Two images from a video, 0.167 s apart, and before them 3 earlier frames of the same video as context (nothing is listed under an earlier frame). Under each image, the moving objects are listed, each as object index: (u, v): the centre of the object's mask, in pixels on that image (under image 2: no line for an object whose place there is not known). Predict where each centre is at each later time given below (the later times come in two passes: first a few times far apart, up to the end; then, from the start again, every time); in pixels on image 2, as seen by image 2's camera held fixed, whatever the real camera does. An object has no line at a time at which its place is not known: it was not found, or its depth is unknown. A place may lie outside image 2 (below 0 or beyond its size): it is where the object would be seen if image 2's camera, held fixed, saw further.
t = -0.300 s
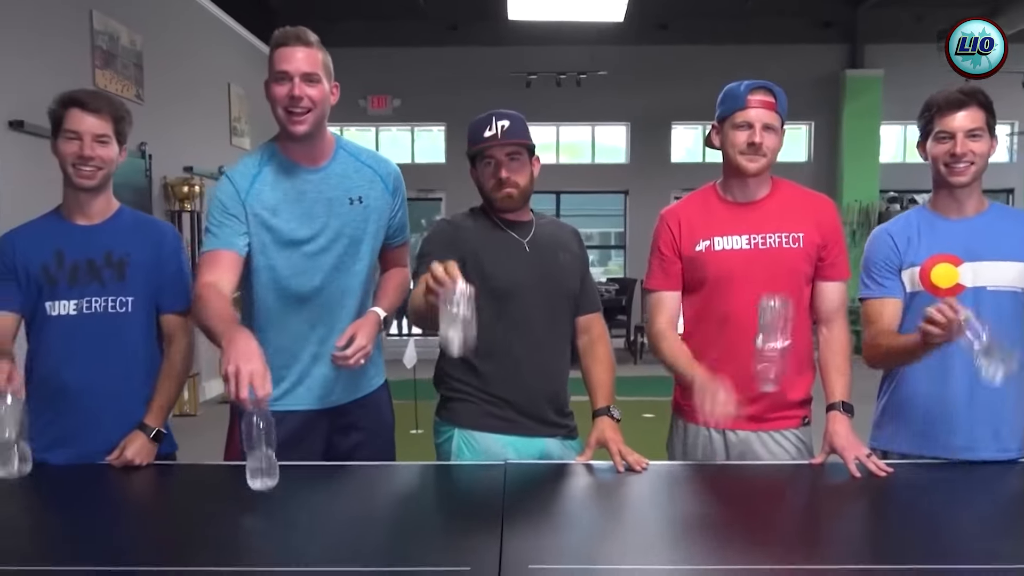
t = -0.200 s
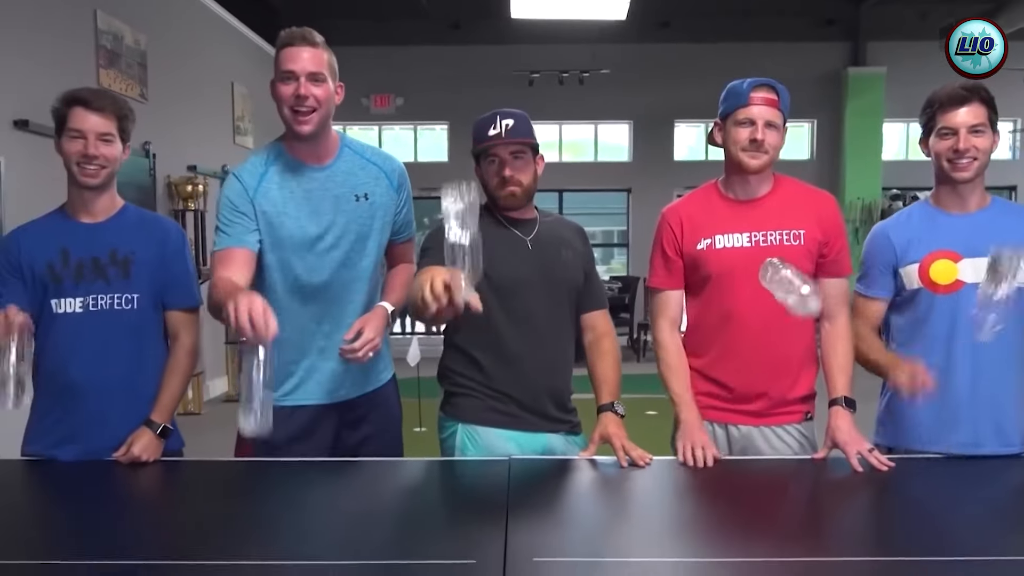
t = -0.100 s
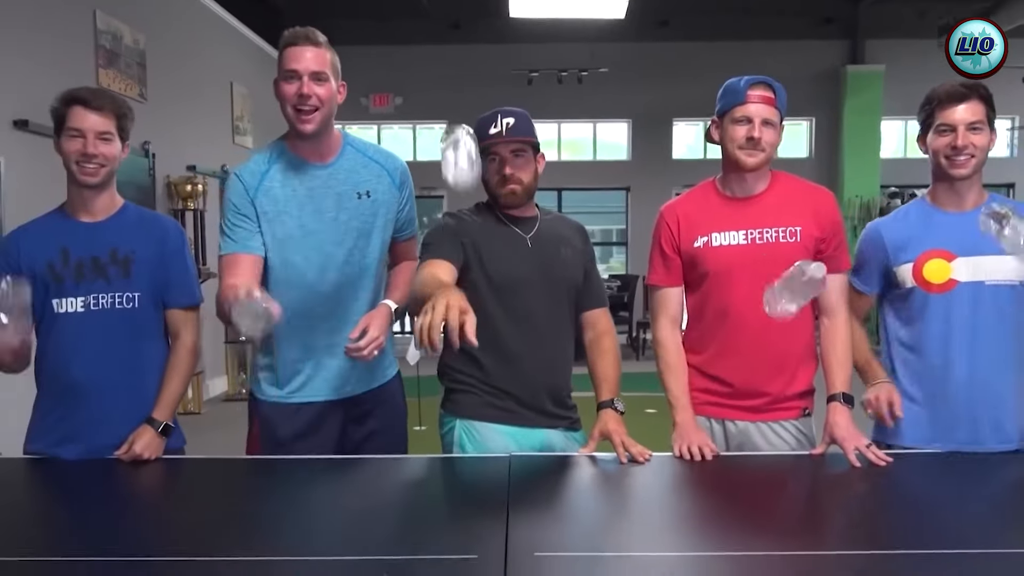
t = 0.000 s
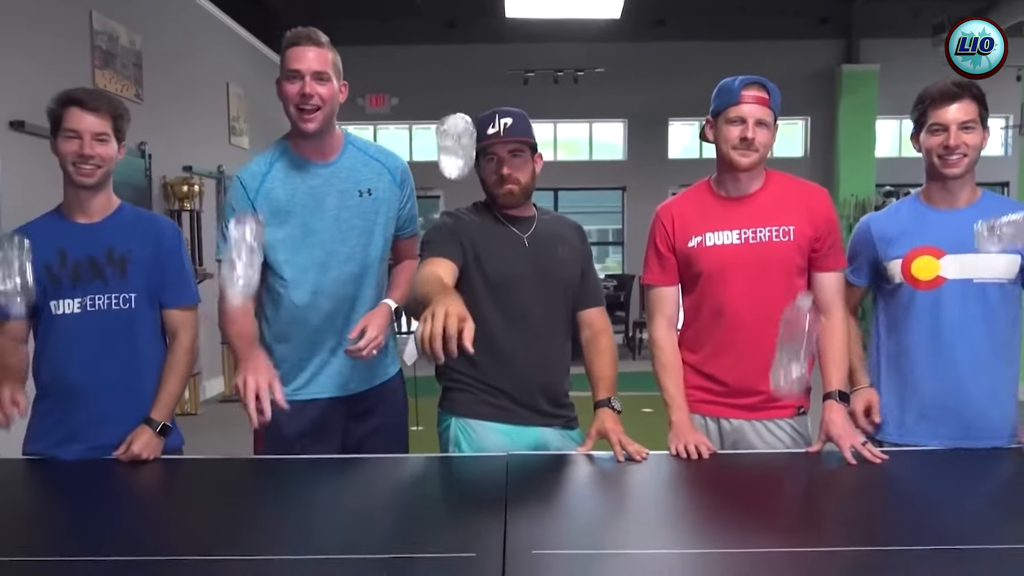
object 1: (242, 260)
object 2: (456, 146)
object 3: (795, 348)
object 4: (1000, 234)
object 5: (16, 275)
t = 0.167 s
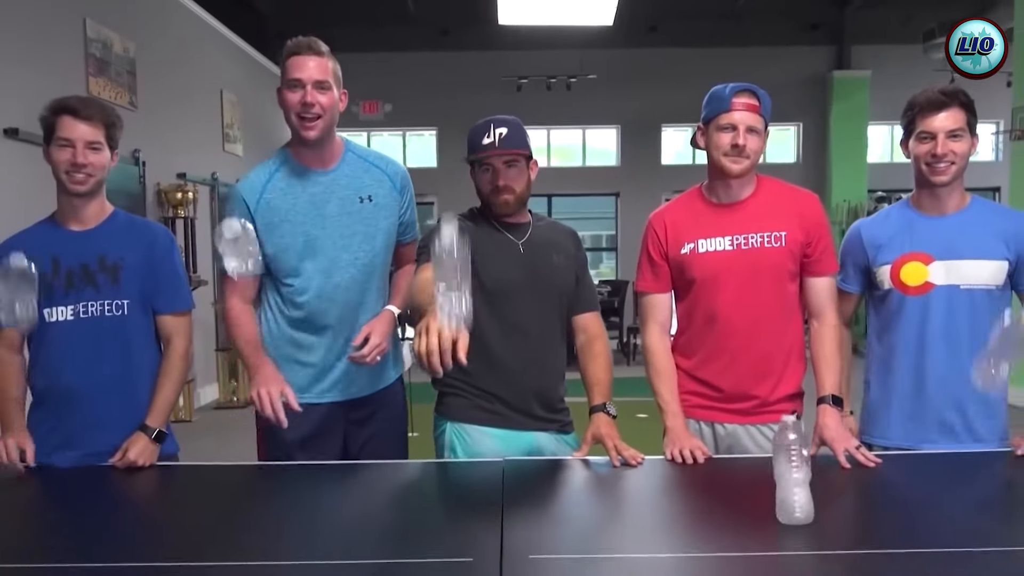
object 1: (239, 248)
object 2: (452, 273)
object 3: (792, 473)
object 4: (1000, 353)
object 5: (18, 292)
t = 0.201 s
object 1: (239, 265)
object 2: (454, 328)
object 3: (794, 476)
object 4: (1002, 391)
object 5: (21, 313)
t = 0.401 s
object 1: (251, 519)
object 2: (461, 508)
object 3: (796, 479)
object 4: (997, 448)
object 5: (36, 469)
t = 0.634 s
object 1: (249, 523)
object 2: (461, 509)
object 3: (796, 479)
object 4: (998, 449)
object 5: (38, 468)
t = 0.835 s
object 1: (249, 523)
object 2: (461, 509)
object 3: (796, 479)
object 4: (997, 450)
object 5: (39, 468)
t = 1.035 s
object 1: (249, 523)
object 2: (461, 509)
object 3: (796, 479)
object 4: (997, 449)
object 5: (39, 468)
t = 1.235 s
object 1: (248, 522)
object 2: (461, 509)
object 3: (796, 478)
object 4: (998, 449)
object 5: (39, 469)
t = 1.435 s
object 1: (247, 519)
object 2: (460, 510)
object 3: (796, 479)
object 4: (997, 448)
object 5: (37, 469)
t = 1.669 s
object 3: (796, 479)
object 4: (997, 448)
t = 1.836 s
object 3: (796, 480)
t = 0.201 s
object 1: (239, 265)
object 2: (454, 328)
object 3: (794, 476)
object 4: (1002, 391)
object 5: (21, 313)
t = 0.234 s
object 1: (240, 288)
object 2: (454, 377)
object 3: (796, 477)
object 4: (1003, 439)
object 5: (25, 341)
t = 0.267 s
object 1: (242, 321)
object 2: (454, 442)
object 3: (796, 478)
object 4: (1004, 452)
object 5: (29, 377)
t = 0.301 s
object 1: (243, 361)
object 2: (456, 508)
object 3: (795, 478)
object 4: (1003, 450)
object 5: (32, 416)
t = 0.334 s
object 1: (245, 413)
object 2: (457, 512)
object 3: (795, 479)
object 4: (1000, 449)
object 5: (35, 463)
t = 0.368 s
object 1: (248, 469)
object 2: (459, 511)
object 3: (796, 479)
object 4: (998, 448)
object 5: (35, 469)
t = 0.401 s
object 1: (251, 519)
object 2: (461, 508)
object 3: (796, 479)
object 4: (997, 448)
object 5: (36, 469)
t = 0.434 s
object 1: (252, 521)
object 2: (462, 509)
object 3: (796, 479)
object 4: (997, 447)
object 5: (38, 469)
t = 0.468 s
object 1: (251, 521)
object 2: (461, 509)
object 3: (796, 479)
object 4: (997, 448)
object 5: (38, 469)
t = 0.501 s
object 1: (251, 521)
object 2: (460, 509)
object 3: (796, 479)
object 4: (997, 448)
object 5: (38, 469)
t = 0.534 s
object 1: (251, 521)
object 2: (461, 509)
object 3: (796, 479)
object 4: (997, 448)
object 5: (38, 469)
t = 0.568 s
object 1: (251, 521)
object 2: (461, 509)
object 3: (796, 479)
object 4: (998, 449)
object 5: (38, 468)
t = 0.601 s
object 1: (250, 522)
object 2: (461, 509)
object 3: (796, 479)
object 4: (998, 449)
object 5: (39, 468)
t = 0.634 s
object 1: (249, 523)
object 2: (461, 509)
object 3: (796, 479)
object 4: (998, 449)
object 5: (38, 468)
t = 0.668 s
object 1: (251, 523)
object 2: (461, 509)
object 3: (796, 479)
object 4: (997, 449)
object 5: (39, 469)
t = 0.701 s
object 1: (251, 523)
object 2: (461, 509)
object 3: (796, 479)
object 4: (997, 449)
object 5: (39, 468)
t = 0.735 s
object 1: (248, 523)
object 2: (461, 509)
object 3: (796, 479)
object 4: (997, 449)
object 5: (39, 468)
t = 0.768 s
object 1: (249, 523)
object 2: (461, 509)
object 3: (796, 479)
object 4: (998, 449)
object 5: (39, 468)
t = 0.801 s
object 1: (249, 523)
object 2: (461, 509)
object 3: (796, 479)
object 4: (998, 449)
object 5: (39, 468)
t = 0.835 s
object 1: (249, 523)
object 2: (461, 509)
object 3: (796, 479)
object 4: (997, 450)
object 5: (39, 468)
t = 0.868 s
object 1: (249, 523)
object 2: (461, 509)
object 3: (796, 479)
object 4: (998, 449)
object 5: (39, 468)
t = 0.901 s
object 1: (249, 523)
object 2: (461, 509)
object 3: (796, 479)
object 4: (998, 449)
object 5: (39, 468)
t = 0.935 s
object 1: (249, 523)
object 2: (461, 509)
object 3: (796, 479)
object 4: (998, 449)
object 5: (39, 468)
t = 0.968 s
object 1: (249, 523)
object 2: (461, 509)
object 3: (796, 479)
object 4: (998, 449)
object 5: (39, 468)
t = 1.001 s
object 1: (249, 523)
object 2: (461, 509)
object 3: (796, 479)
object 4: (998, 449)
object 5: (39, 468)
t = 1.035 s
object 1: (249, 523)
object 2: (461, 509)
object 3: (796, 479)
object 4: (997, 449)
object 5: (39, 468)
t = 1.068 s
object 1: (249, 523)
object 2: (461, 509)
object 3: (796, 479)
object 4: (997, 449)
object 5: (39, 468)
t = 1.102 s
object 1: (249, 523)
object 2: (461, 509)
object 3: (796, 479)
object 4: (997, 449)
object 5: (39, 468)
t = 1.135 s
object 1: (249, 522)
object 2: (461, 509)
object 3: (796, 479)
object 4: (997, 449)
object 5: (39, 469)
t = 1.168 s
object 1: (249, 522)
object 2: (461, 509)
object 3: (796, 479)
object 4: (997, 449)
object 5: (39, 469)
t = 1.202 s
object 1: (249, 522)
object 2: (461, 509)
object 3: (796, 479)
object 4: (998, 449)
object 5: (39, 469)
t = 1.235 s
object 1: (248, 522)
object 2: (461, 509)
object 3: (796, 478)
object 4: (998, 449)
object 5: (39, 469)
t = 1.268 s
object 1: (248, 521)
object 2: (461, 509)
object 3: (796, 479)
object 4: (997, 449)
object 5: (39, 469)
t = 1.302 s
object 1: (248, 521)
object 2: (461, 510)
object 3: (796, 479)
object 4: (997, 449)
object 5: (38, 469)
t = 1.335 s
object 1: (248, 521)
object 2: (460, 510)
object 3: (796, 478)
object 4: (997, 449)
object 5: (38, 469)
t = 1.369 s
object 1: (247, 520)
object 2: (460, 510)
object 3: (796, 478)
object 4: (997, 448)
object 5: (38, 469)
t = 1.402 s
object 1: (247, 520)
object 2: (460, 510)
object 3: (796, 478)
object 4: (997, 447)
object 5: (38, 469)
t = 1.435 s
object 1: (247, 519)
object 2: (460, 510)
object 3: (796, 479)
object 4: (997, 448)
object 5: (37, 469)
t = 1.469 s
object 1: (247, 519)
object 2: (460, 511)
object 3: (796, 478)
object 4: (997, 448)
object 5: (37, 469)
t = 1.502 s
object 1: (246, 518)
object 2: (460, 510)
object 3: (796, 479)
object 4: (997, 448)
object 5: (37, 470)
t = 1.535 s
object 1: (246, 518)
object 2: (460, 510)
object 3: (796, 479)
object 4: (997, 448)
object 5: (37, 470)
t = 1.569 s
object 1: (245, 518)
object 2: (460, 510)
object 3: (796, 480)
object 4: (997, 448)
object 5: (37, 470)
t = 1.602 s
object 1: (245, 517)
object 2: (460, 510)
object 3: (796, 480)
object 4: (997, 448)
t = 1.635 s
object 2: (459, 510)
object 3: (796, 480)
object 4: (997, 448)
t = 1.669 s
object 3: (796, 479)
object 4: (997, 448)
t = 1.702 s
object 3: (796, 479)
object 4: (997, 448)
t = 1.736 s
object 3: (796, 479)
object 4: (997, 449)
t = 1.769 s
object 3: (796, 479)
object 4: (998, 448)
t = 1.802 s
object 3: (796, 479)
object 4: (998, 448)
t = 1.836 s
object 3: (796, 480)
